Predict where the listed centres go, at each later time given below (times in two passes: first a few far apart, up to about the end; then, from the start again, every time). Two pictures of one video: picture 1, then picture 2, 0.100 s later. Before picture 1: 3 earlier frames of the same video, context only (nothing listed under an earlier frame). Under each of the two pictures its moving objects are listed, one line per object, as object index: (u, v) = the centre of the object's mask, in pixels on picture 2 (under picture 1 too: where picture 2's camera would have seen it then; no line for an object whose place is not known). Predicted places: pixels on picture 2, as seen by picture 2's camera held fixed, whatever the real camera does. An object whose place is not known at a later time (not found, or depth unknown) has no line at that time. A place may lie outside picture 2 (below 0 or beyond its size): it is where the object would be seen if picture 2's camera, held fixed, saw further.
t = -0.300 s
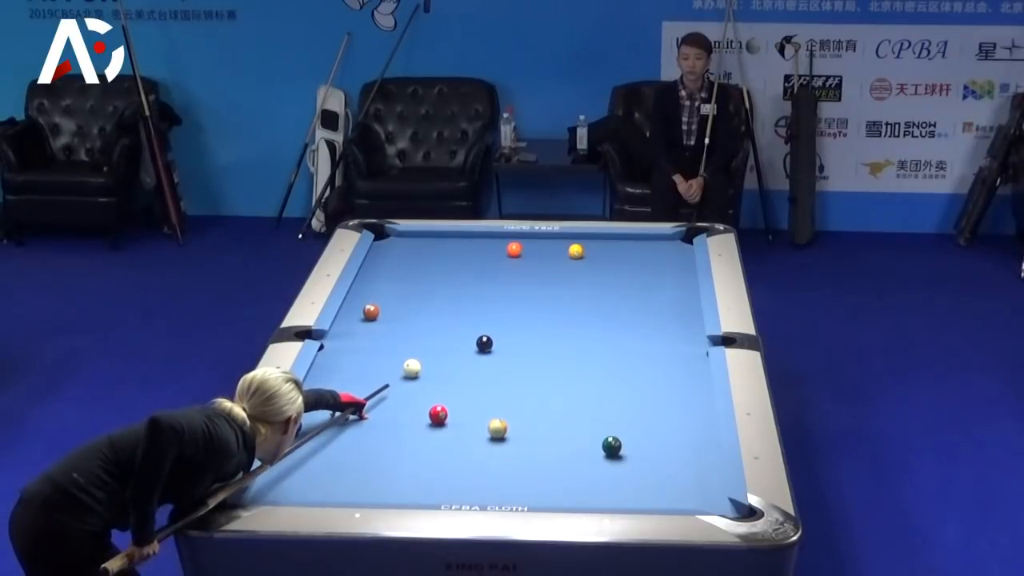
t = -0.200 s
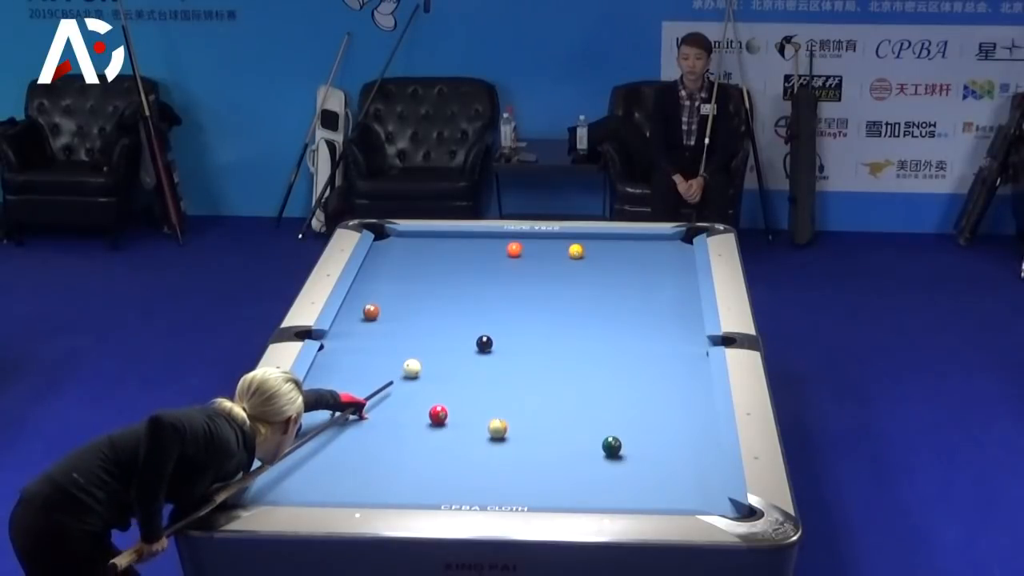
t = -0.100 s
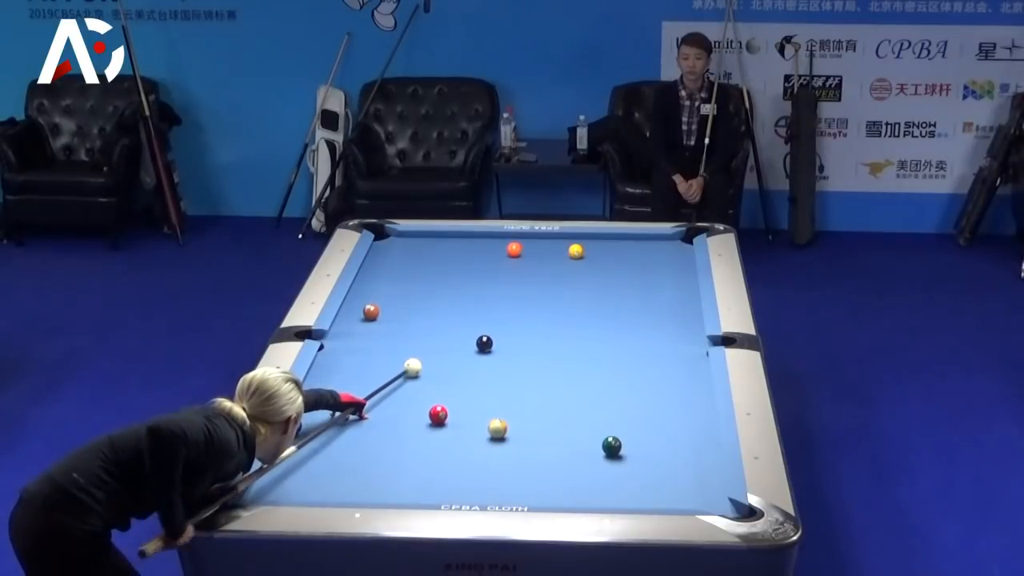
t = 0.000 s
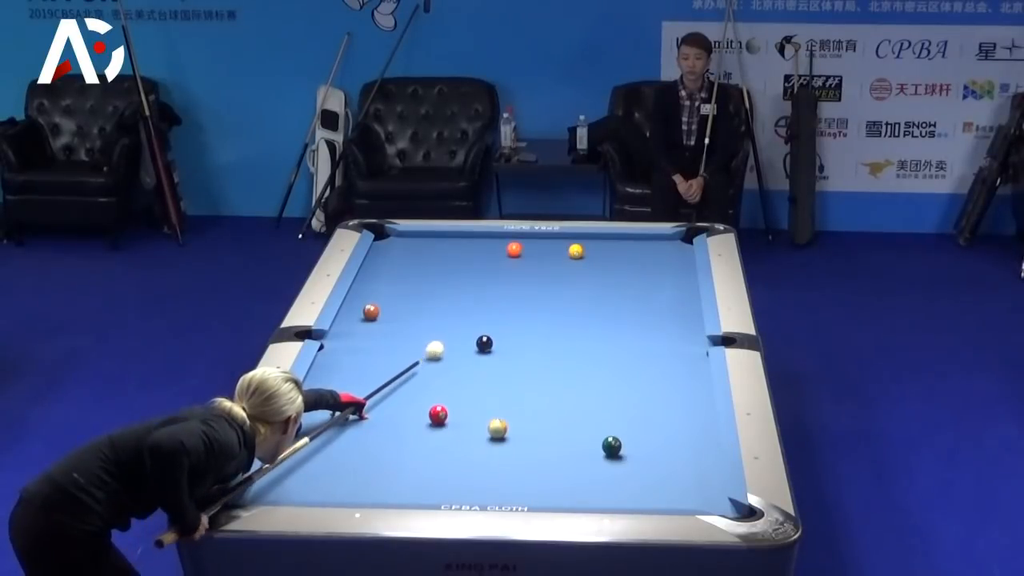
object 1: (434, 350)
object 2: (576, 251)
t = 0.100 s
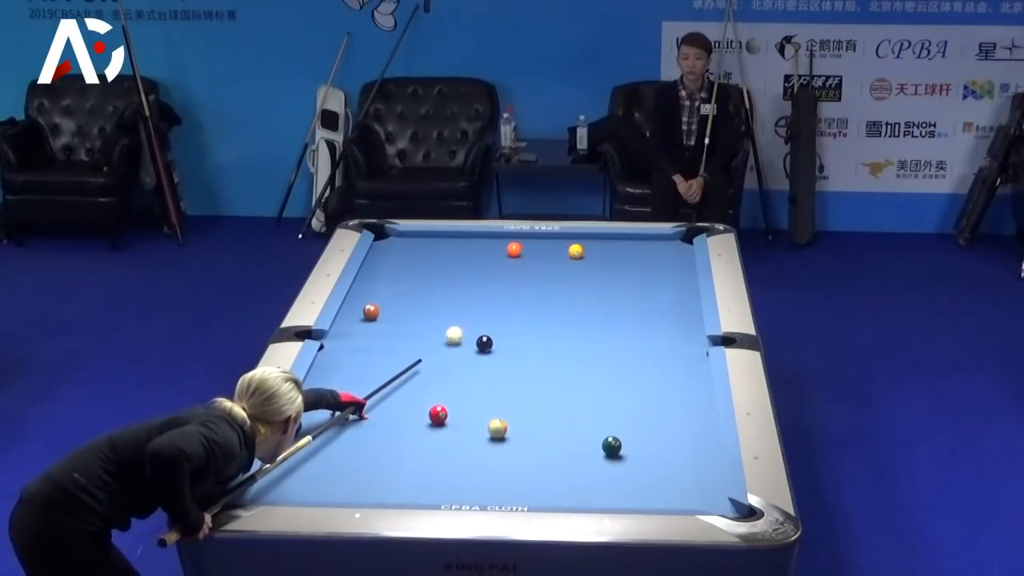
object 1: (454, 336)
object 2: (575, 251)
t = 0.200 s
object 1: (470, 323)
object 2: (576, 251)
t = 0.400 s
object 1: (499, 300)
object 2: (576, 251)
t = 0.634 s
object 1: (530, 276)
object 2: (575, 251)
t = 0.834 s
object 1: (554, 257)
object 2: (576, 251)
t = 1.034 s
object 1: (558, 241)
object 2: (594, 250)
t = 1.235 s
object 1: (553, 241)
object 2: (615, 248)
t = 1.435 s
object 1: (545, 249)
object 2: (636, 247)
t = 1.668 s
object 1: (536, 259)
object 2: (658, 245)
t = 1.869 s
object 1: (529, 267)
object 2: (677, 243)
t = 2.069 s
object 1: (521, 275)
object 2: (681, 242)
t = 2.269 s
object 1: (514, 284)
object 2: (672, 241)
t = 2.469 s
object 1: (507, 292)
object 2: (663, 240)
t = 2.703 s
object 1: (498, 301)
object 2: (653, 238)
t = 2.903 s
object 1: (490, 310)
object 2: (645, 238)
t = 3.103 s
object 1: (483, 318)
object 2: (639, 237)
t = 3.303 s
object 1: (476, 325)
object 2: (633, 236)
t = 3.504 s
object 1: (469, 334)
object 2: (629, 237)
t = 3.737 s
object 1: (461, 343)
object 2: (625, 237)
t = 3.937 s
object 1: (454, 350)
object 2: (622, 237)
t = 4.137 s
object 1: (447, 358)
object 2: (620, 237)
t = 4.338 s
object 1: (440, 366)
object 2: (619, 237)
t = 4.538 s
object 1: (433, 373)
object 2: (619, 237)
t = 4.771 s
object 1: (425, 382)
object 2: (619, 237)
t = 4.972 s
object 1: (418, 389)
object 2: (619, 237)
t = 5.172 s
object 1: (412, 395)
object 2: (619, 238)
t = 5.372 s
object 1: (405, 402)
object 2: (619, 238)
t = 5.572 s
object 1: (399, 408)
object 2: (619, 237)
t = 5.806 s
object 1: (393, 415)
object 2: (619, 238)
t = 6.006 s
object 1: (387, 421)
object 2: (619, 237)
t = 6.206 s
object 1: (382, 426)
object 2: (619, 238)
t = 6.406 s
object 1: (377, 431)
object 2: (619, 237)
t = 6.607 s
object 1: (372, 436)
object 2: (619, 238)
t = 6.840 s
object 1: (367, 441)
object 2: (619, 238)
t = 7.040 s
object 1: (363, 445)
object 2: (619, 238)
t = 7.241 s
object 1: (360, 448)
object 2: (619, 238)
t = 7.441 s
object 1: (357, 451)
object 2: (619, 237)
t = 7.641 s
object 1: (354, 453)
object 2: (619, 238)
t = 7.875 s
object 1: (351, 456)
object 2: (619, 237)
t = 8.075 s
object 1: (350, 457)
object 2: (619, 238)
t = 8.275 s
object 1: (348, 459)
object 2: (619, 238)
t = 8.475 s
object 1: (347, 459)
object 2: (619, 238)
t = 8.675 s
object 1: (346, 460)
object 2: (619, 238)
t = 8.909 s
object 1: (346, 460)
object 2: (619, 238)
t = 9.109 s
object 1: (347, 460)
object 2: (619, 238)
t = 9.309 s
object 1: (347, 460)
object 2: (619, 238)
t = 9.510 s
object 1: (347, 460)
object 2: (619, 238)
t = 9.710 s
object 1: (347, 460)
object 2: (619, 238)
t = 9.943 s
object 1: (347, 460)
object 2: (619, 237)
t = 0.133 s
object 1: (459, 331)
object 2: (575, 251)
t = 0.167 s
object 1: (465, 327)
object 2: (575, 251)
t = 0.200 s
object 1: (470, 323)
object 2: (576, 251)
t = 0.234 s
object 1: (475, 319)
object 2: (576, 251)
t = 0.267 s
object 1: (480, 315)
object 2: (575, 251)
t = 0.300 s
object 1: (485, 311)
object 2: (576, 251)
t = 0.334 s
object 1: (490, 307)
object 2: (576, 251)
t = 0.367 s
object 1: (494, 304)
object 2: (576, 251)
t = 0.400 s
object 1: (499, 300)
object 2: (576, 251)
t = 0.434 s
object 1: (504, 297)
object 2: (575, 251)
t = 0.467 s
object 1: (508, 293)
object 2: (575, 251)
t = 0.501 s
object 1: (513, 290)
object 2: (576, 251)
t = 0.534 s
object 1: (517, 286)
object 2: (575, 251)
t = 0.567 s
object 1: (522, 283)
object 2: (575, 251)
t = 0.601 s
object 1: (526, 279)
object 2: (575, 251)
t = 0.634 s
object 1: (530, 276)
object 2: (575, 251)
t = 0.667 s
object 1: (534, 273)
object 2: (575, 251)
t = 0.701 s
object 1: (538, 269)
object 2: (575, 251)
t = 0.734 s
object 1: (542, 266)
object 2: (576, 251)
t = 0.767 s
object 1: (546, 263)
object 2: (576, 251)
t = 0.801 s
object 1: (550, 260)
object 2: (576, 251)
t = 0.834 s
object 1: (554, 257)
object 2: (576, 251)
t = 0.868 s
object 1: (558, 254)
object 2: (576, 251)
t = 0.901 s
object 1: (560, 251)
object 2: (577, 251)
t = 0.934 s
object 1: (559, 249)
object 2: (582, 251)
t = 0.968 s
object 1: (558, 246)
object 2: (586, 250)
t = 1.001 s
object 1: (558, 244)
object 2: (590, 250)
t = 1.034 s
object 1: (558, 241)
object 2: (594, 250)
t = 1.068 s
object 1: (557, 239)
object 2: (598, 249)
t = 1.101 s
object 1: (557, 236)
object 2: (601, 249)
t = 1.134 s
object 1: (556, 236)
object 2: (605, 249)
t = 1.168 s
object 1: (555, 238)
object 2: (608, 249)
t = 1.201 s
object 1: (554, 240)
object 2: (611, 248)
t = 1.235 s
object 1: (553, 241)
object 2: (615, 248)
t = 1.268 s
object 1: (551, 242)
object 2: (619, 248)
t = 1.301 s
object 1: (550, 244)
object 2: (622, 247)
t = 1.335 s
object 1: (549, 245)
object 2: (625, 247)
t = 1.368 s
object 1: (547, 246)
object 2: (629, 247)
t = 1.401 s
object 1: (546, 248)
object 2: (632, 247)
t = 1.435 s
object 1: (545, 249)
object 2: (636, 247)
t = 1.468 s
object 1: (544, 251)
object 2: (639, 246)
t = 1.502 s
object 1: (543, 252)
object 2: (642, 246)
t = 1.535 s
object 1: (541, 253)
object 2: (646, 246)
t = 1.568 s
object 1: (540, 255)
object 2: (649, 246)
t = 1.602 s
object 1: (539, 256)
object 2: (652, 245)
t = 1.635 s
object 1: (538, 257)
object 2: (655, 245)
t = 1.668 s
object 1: (536, 259)
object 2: (658, 245)
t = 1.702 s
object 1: (535, 260)
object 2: (661, 244)
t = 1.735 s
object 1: (534, 261)
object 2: (665, 244)
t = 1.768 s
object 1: (533, 263)
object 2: (668, 244)
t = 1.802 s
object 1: (532, 264)
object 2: (671, 243)
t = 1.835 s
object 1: (530, 266)
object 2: (674, 244)
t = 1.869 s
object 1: (529, 267)
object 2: (677, 243)
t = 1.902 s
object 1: (528, 269)
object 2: (680, 243)
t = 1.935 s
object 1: (526, 270)
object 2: (683, 243)
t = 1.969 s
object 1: (525, 271)
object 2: (685, 243)
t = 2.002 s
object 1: (524, 273)
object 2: (684, 242)
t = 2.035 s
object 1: (523, 274)
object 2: (682, 242)
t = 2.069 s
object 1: (521, 275)
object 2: (681, 242)
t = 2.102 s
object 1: (520, 277)
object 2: (680, 242)
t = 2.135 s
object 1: (519, 278)
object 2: (678, 242)
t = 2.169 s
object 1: (518, 279)
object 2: (676, 241)
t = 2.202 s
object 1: (517, 281)
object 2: (675, 241)
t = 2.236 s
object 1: (515, 282)
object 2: (673, 241)
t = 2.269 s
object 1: (514, 284)
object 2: (672, 241)
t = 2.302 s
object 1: (513, 285)
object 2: (670, 240)
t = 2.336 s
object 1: (511, 286)
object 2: (669, 240)
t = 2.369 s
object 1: (510, 288)
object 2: (667, 240)
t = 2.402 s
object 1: (509, 289)
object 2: (665, 240)
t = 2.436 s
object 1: (508, 290)
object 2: (664, 240)
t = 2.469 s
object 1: (507, 292)
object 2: (663, 240)
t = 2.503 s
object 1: (505, 293)
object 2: (661, 240)
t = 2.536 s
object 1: (504, 294)
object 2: (660, 239)
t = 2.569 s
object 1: (503, 296)
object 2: (658, 239)
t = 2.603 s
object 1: (502, 297)
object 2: (657, 239)
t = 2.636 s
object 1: (500, 299)
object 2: (656, 239)
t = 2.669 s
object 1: (499, 300)
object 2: (654, 239)
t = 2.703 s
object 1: (498, 301)
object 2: (653, 238)
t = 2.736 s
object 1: (497, 303)
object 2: (651, 238)
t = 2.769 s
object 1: (495, 304)
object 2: (650, 238)
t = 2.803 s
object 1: (494, 305)
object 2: (649, 238)
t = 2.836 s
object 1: (493, 307)
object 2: (648, 238)
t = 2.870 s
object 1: (492, 308)
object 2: (647, 238)
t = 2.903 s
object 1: (490, 310)
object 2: (645, 238)
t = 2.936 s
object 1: (489, 311)
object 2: (644, 238)
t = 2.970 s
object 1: (488, 312)
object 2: (643, 238)
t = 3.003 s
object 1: (487, 314)
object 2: (642, 237)
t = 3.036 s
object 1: (486, 315)
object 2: (641, 237)
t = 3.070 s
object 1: (484, 316)
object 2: (640, 237)
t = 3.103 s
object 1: (483, 318)
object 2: (639, 237)
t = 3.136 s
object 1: (482, 319)
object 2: (638, 237)
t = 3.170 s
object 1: (481, 320)
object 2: (637, 237)
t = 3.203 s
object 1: (480, 322)
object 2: (636, 237)
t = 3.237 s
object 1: (478, 323)
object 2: (635, 237)
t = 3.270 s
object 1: (477, 324)
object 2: (634, 237)
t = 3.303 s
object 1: (476, 325)
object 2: (633, 236)
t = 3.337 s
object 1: (475, 327)
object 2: (632, 237)
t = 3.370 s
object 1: (474, 328)
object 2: (632, 237)
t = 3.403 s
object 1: (472, 329)
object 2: (631, 237)
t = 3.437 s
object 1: (471, 331)
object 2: (630, 236)
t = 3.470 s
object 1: (470, 332)
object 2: (630, 237)
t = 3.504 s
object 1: (469, 334)
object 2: (629, 237)
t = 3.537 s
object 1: (468, 335)
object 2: (629, 237)
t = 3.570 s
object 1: (467, 336)
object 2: (628, 237)
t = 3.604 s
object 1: (466, 338)
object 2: (627, 237)
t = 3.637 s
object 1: (464, 339)
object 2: (627, 237)
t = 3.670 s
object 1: (463, 340)
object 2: (626, 237)
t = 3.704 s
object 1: (462, 341)
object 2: (626, 237)
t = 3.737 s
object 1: (461, 343)
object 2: (625, 237)
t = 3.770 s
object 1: (460, 344)
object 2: (624, 237)
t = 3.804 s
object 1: (459, 345)
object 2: (624, 237)
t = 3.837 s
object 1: (457, 347)
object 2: (624, 237)
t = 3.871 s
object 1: (456, 348)
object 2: (623, 237)
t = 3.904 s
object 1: (455, 349)
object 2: (623, 237)
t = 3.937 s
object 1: (454, 350)
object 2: (622, 237)
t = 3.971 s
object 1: (452, 352)
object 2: (622, 237)
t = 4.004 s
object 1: (451, 353)
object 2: (622, 237)
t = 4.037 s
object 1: (450, 354)
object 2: (621, 237)
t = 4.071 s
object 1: (449, 356)
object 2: (621, 237)
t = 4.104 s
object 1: (448, 357)
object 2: (621, 237)
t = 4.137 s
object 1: (447, 358)
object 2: (620, 237)
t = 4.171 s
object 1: (446, 359)
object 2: (620, 237)
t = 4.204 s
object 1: (445, 361)
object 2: (620, 237)
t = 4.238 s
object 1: (443, 362)
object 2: (620, 237)
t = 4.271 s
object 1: (442, 364)
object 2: (620, 237)
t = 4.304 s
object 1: (441, 365)
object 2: (620, 237)
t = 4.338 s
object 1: (440, 366)
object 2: (619, 237)
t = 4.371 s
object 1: (439, 367)
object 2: (619, 237)
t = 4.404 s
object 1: (438, 368)
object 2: (619, 237)
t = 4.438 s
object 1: (436, 369)
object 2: (619, 237)
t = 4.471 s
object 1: (435, 371)
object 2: (619, 237)
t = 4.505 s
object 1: (434, 372)
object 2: (619, 237)
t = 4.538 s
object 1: (433, 373)
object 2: (619, 237)
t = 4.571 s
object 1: (432, 374)
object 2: (619, 237)
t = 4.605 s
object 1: (431, 376)
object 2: (619, 237)
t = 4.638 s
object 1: (430, 377)
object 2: (619, 237)
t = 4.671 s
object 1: (428, 378)
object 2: (619, 237)
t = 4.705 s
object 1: (427, 379)
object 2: (619, 237)
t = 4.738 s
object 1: (426, 380)
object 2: (619, 237)
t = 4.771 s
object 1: (425, 382)
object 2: (619, 237)
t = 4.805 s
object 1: (424, 383)
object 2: (619, 237)
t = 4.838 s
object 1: (423, 384)
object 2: (619, 237)
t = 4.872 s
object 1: (422, 385)
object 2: (619, 238)
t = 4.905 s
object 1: (421, 386)
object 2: (619, 237)
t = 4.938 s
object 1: (419, 388)
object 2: (619, 237)
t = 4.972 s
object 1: (418, 389)
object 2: (619, 237)
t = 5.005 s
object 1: (417, 390)
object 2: (619, 237)
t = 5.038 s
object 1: (416, 391)
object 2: (619, 237)
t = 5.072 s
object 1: (415, 392)
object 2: (619, 237)
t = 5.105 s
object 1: (414, 393)
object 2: (619, 237)
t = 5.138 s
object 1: (413, 394)
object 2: (619, 238)
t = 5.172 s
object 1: (412, 395)
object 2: (619, 238)
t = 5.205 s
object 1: (411, 396)
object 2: (619, 237)
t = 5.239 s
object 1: (409, 398)
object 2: (619, 237)
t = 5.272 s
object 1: (408, 399)
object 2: (619, 237)
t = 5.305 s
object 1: (407, 400)
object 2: (619, 237)
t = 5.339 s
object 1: (406, 401)
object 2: (619, 237)
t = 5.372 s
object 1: (405, 402)
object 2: (619, 238)
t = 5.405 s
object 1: (404, 403)
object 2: (619, 237)
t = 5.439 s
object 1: (403, 404)
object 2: (619, 237)
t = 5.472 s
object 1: (402, 405)
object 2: (619, 238)
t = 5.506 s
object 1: (401, 406)
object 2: (619, 238)
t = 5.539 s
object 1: (400, 407)
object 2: (619, 237)
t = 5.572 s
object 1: (399, 408)
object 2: (619, 237)
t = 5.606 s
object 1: (398, 409)
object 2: (619, 237)
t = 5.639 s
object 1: (397, 410)
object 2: (619, 237)
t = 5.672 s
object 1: (396, 411)
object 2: (619, 237)
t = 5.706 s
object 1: (395, 412)
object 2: (619, 237)
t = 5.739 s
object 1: (394, 413)
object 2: (619, 238)
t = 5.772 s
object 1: (394, 414)
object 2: (619, 238)
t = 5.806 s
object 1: (393, 415)
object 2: (619, 238)
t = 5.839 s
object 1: (392, 416)
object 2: (619, 238)
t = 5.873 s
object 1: (391, 417)
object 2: (619, 238)
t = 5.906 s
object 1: (390, 418)
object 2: (619, 238)
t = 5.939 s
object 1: (389, 419)
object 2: (619, 237)
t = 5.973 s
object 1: (388, 420)
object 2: (619, 237)
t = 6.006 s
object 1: (387, 421)
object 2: (619, 237)
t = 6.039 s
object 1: (386, 422)
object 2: (619, 237)
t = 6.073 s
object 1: (385, 423)
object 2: (619, 238)
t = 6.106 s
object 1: (385, 423)
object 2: (619, 238)
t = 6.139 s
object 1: (384, 424)
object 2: (619, 238)
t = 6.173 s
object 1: (383, 425)
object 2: (619, 238)
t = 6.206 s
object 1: (382, 426)
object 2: (619, 238)
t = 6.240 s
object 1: (381, 427)
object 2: (619, 238)
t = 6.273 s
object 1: (380, 428)
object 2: (619, 237)
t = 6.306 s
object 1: (379, 429)
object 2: (619, 237)
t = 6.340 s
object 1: (378, 429)
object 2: (619, 237)
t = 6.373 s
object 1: (378, 430)
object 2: (619, 237)
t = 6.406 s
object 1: (377, 431)
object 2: (619, 237)
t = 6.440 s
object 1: (376, 432)
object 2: (619, 238)
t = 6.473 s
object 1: (375, 433)
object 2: (619, 238)
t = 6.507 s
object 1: (374, 433)
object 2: (619, 238)
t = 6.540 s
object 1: (373, 434)
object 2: (619, 237)
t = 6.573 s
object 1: (373, 435)
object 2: (619, 238)
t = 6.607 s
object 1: (372, 436)
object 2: (619, 238)
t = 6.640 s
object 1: (371, 436)
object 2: (619, 237)
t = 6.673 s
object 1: (371, 437)
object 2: (619, 238)
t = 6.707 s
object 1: (370, 438)
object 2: (619, 238)
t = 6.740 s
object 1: (369, 439)
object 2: (619, 238)
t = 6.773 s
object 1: (369, 440)
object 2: (619, 238)
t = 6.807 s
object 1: (368, 440)
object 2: (619, 238)
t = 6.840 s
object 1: (367, 441)
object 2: (619, 238)
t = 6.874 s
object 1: (367, 442)
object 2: (619, 237)
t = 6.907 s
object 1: (366, 442)
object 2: (619, 237)
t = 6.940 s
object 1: (365, 443)
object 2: (619, 237)
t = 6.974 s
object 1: (365, 444)
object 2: (619, 238)
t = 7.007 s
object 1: (364, 444)
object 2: (619, 238)
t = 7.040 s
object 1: (363, 445)
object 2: (619, 238)
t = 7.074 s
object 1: (363, 445)
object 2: (619, 238)
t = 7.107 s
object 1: (362, 446)
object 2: (619, 238)
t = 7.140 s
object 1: (362, 446)
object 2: (619, 237)
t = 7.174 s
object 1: (361, 447)
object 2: (619, 238)
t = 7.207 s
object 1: (361, 447)
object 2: (619, 238)
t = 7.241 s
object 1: (360, 448)
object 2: (619, 238)
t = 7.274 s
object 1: (360, 448)
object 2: (619, 238)
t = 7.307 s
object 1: (359, 449)
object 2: (619, 238)
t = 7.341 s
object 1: (358, 449)
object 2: (619, 238)
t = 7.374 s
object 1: (358, 450)
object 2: (619, 237)
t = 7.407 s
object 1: (357, 450)
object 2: (619, 237)
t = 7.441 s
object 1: (357, 451)
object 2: (619, 237)
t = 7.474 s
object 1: (357, 451)
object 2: (619, 238)
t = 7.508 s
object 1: (356, 452)
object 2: (619, 238)
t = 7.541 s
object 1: (355, 452)
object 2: (619, 238)
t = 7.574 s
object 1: (355, 453)
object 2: (619, 237)
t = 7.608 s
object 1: (354, 453)
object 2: (619, 238)
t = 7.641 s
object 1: (354, 453)
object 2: (619, 238)
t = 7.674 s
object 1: (354, 454)
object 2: (619, 238)
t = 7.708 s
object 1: (353, 454)
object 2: (619, 238)
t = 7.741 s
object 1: (353, 455)
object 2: (619, 237)
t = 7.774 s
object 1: (353, 455)
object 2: (619, 238)
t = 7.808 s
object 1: (352, 455)
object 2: (619, 237)
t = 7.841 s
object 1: (352, 455)
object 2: (619, 237)
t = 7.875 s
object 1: (351, 456)
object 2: (619, 237)
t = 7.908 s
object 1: (351, 456)
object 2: (619, 237)
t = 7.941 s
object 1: (351, 457)
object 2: (619, 237)
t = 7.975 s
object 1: (351, 457)
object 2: (619, 237)
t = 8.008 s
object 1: (350, 457)
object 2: (619, 237)
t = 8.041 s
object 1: (350, 457)
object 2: (619, 238)
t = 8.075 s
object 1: (350, 457)
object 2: (619, 238)
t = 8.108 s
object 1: (349, 458)
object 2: (619, 237)
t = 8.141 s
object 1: (349, 458)
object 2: (619, 238)
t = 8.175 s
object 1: (349, 458)
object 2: (619, 238)
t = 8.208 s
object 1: (348, 459)
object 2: (619, 238)
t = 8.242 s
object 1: (348, 459)
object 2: (619, 238)
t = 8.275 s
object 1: (348, 459)
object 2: (619, 238)
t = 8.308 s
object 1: (348, 459)
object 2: (619, 238)
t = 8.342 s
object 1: (347, 459)
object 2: (619, 238)
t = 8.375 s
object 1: (347, 459)
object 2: (619, 237)
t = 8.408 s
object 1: (347, 459)
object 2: (619, 238)
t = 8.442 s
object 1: (347, 459)
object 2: (619, 238)
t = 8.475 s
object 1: (347, 459)
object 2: (619, 238)
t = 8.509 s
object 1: (347, 459)
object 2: (619, 238)
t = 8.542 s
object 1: (347, 460)
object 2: (619, 238)
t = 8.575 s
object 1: (346, 460)
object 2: (619, 238)
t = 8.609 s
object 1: (346, 460)
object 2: (619, 238)
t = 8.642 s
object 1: (346, 460)
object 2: (619, 238)
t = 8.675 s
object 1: (346, 460)
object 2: (619, 238)
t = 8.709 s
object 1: (346, 460)
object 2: (619, 238)
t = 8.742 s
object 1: (346, 460)
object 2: (619, 238)
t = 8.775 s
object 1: (346, 460)
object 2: (619, 238)
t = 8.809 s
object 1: (346, 460)
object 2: (619, 238)
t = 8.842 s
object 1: (346, 460)
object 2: (619, 238)
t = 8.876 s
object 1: (346, 460)
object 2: (619, 238)
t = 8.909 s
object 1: (346, 460)
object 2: (619, 238)
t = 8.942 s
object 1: (346, 460)
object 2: (619, 238)
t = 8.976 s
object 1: (347, 460)
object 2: (619, 238)
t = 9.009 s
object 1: (347, 460)
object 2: (619, 238)
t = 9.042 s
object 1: (347, 460)
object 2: (619, 238)
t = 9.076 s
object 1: (347, 459)
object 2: (619, 238)
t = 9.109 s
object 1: (347, 460)
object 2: (619, 238)
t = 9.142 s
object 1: (347, 460)
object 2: (619, 238)
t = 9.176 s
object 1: (347, 460)
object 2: (619, 238)
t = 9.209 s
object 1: (347, 460)
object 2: (619, 238)
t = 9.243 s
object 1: (347, 460)
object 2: (619, 238)
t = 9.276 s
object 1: (347, 460)
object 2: (619, 238)
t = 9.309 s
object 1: (347, 460)
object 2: (619, 238)
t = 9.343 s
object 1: (347, 460)
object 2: (619, 237)
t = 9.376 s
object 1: (347, 459)
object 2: (619, 238)
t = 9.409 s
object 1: (347, 460)
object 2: (619, 238)
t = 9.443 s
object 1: (347, 460)
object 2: (619, 238)
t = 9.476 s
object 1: (347, 460)
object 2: (619, 238)
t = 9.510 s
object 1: (347, 460)
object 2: (619, 238)
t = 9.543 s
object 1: (347, 460)
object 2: (619, 238)
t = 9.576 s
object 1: (347, 460)
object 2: (619, 238)
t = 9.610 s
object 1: (347, 460)
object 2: (619, 238)
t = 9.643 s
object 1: (347, 460)
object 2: (619, 238)
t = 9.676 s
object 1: (347, 460)
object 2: (619, 238)
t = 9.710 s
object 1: (347, 460)
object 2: (619, 238)
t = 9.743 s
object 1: (347, 460)
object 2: (619, 238)
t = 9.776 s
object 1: (347, 460)
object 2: (619, 238)
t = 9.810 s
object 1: (347, 460)
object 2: (619, 237)
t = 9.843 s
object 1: (347, 460)
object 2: (619, 237)
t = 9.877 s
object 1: (347, 460)
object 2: (619, 237)
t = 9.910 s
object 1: (347, 460)
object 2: (619, 237)
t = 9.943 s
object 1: (347, 460)
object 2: (619, 237)
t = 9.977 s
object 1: (347, 460)
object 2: (619, 237)
